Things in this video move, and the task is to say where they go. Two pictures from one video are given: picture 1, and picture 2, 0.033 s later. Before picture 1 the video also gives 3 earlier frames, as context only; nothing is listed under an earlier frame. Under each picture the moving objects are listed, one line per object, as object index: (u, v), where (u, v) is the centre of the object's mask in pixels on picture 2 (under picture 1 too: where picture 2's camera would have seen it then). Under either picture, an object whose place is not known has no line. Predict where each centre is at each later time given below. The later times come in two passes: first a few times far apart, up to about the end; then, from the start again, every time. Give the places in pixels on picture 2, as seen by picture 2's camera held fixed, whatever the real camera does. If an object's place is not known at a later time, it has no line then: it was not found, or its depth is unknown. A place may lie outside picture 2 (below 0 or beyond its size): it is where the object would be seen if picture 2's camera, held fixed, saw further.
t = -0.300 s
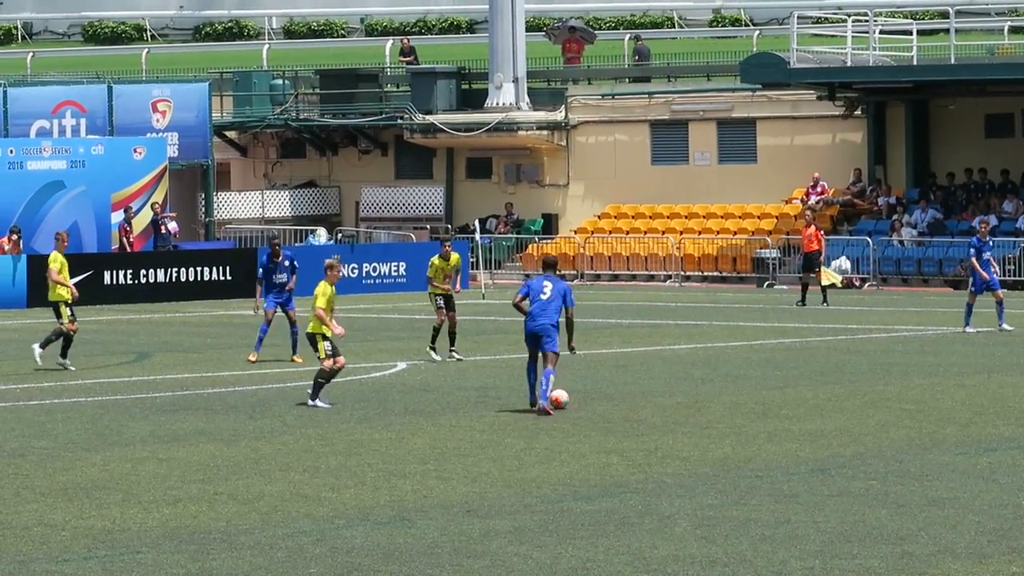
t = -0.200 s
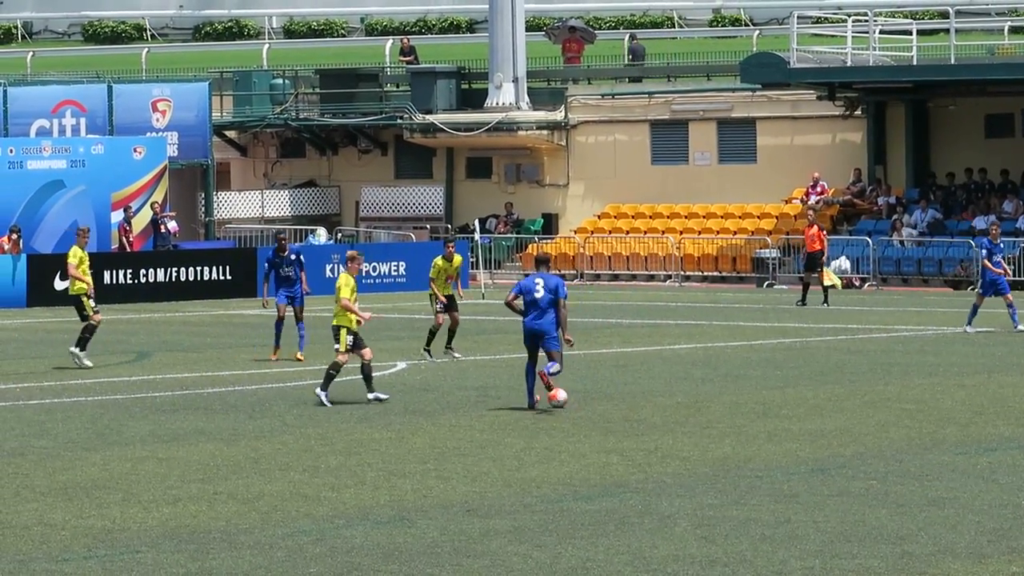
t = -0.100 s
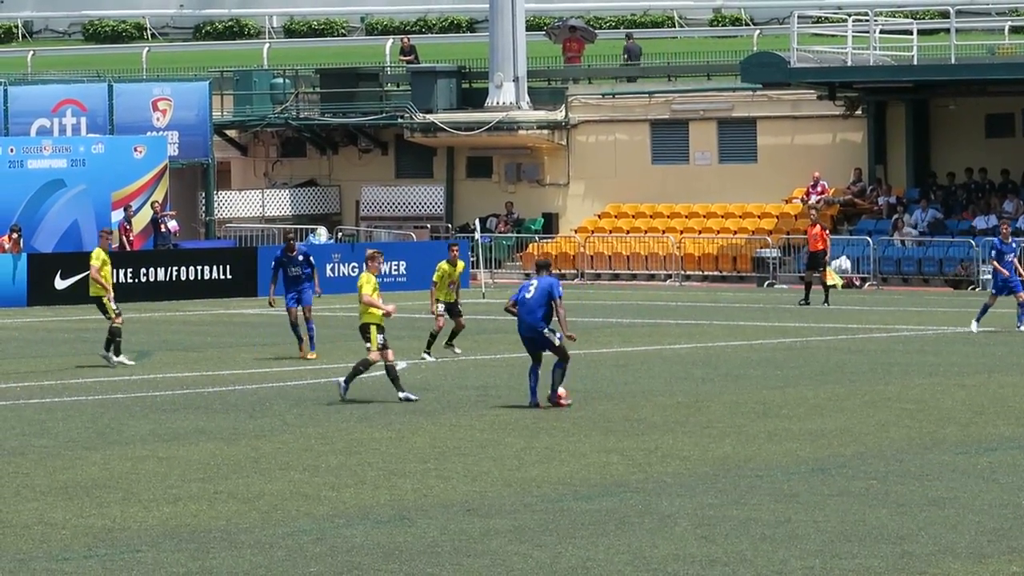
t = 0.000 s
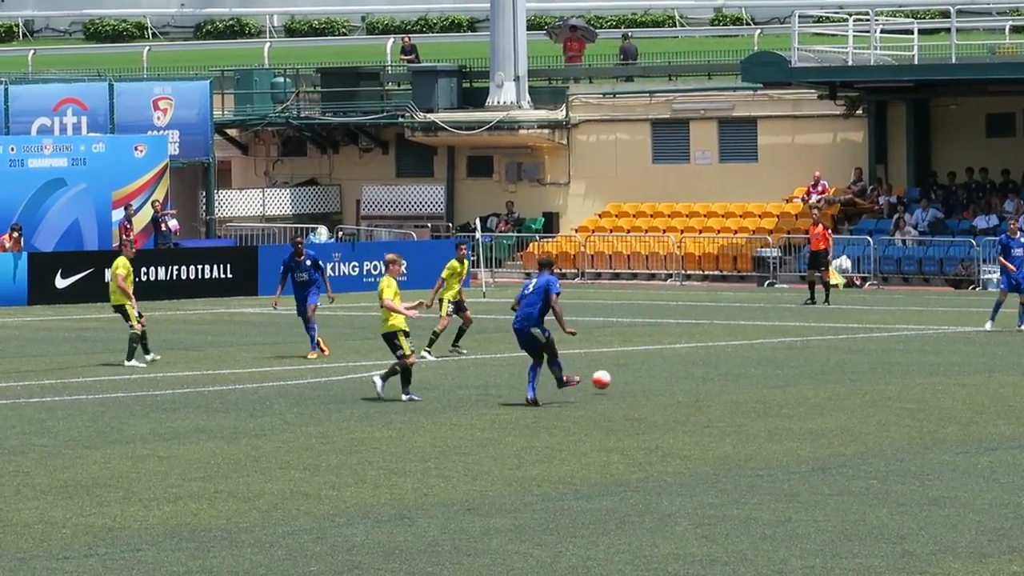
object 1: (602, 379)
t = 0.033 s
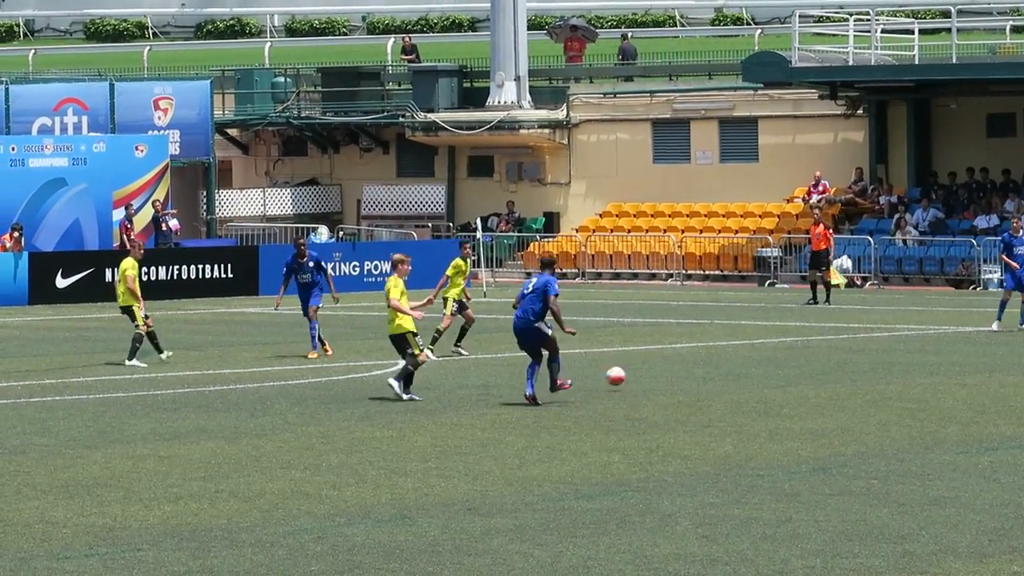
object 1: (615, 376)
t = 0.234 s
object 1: (676, 362)
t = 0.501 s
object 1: (723, 347)
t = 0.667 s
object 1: (740, 336)
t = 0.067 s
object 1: (628, 373)
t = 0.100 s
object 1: (639, 371)
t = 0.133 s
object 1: (649, 369)
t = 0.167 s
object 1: (660, 369)
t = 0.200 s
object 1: (668, 367)
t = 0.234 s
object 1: (676, 362)
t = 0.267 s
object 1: (683, 358)
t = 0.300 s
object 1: (690, 356)
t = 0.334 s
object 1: (697, 354)
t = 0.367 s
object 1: (703, 354)
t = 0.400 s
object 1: (709, 354)
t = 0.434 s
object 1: (714, 351)
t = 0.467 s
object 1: (718, 349)
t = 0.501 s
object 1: (723, 347)
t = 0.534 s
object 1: (727, 348)
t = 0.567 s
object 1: (731, 347)
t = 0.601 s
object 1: (734, 342)
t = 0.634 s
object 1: (737, 338)
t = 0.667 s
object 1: (740, 336)
